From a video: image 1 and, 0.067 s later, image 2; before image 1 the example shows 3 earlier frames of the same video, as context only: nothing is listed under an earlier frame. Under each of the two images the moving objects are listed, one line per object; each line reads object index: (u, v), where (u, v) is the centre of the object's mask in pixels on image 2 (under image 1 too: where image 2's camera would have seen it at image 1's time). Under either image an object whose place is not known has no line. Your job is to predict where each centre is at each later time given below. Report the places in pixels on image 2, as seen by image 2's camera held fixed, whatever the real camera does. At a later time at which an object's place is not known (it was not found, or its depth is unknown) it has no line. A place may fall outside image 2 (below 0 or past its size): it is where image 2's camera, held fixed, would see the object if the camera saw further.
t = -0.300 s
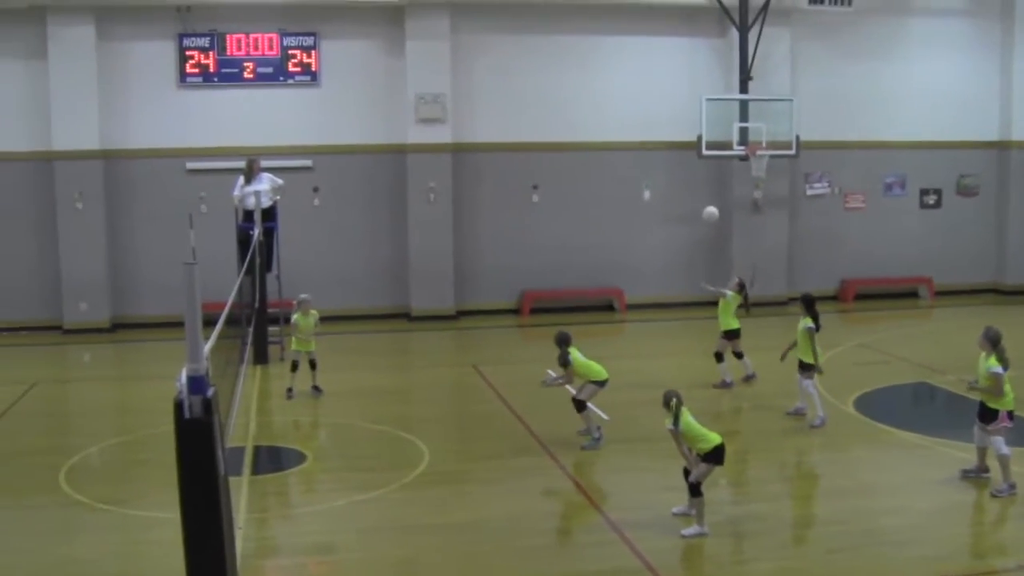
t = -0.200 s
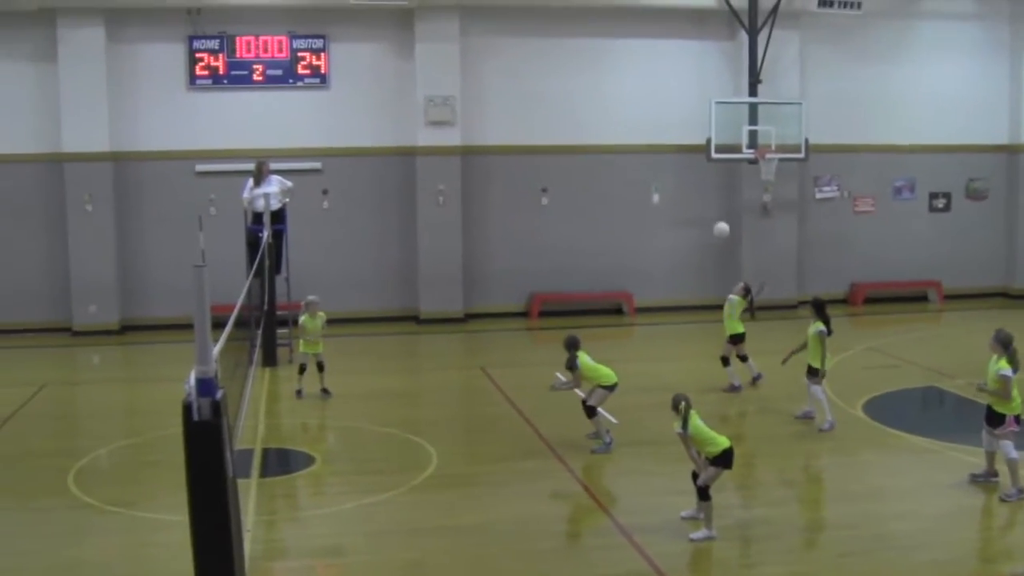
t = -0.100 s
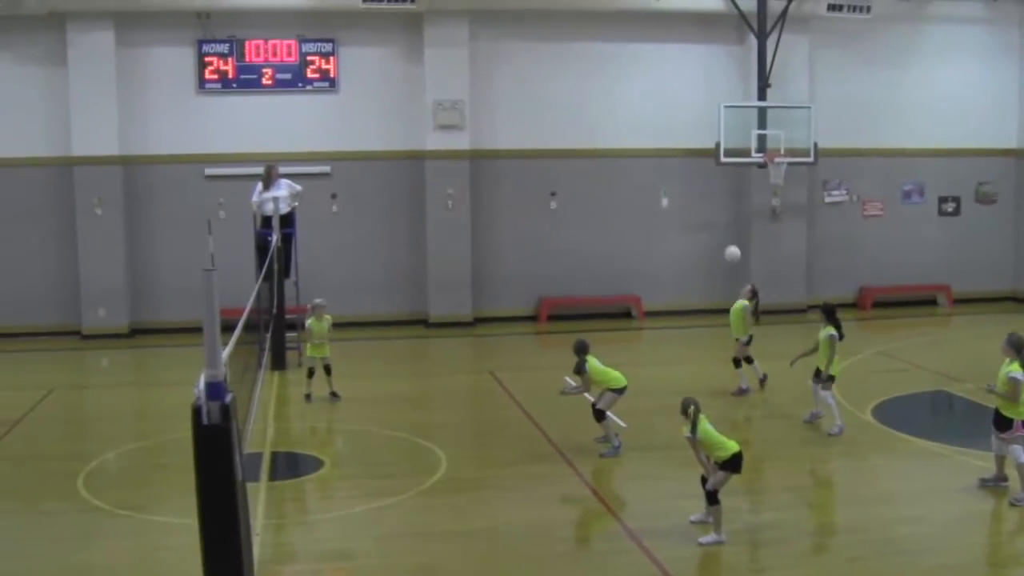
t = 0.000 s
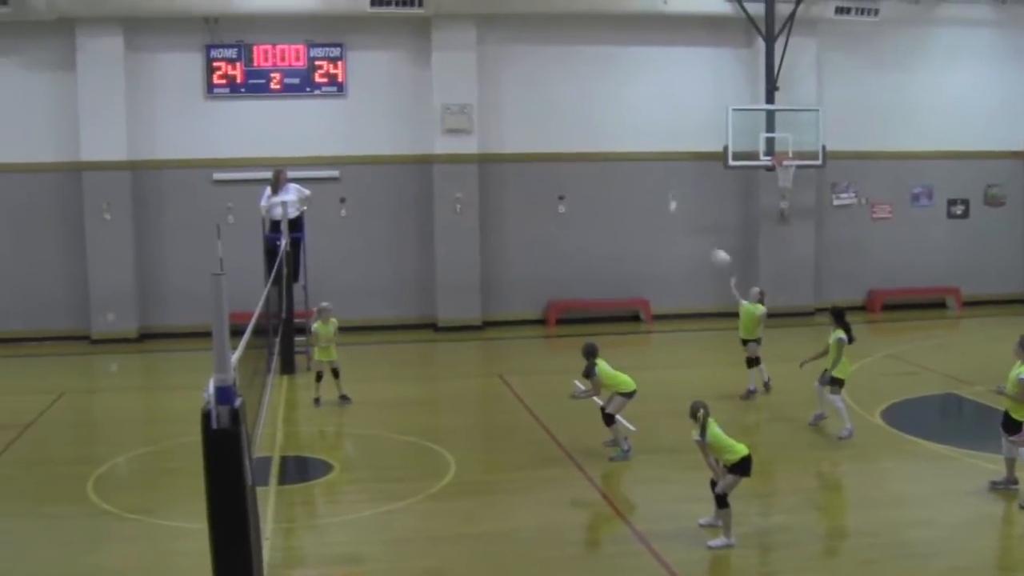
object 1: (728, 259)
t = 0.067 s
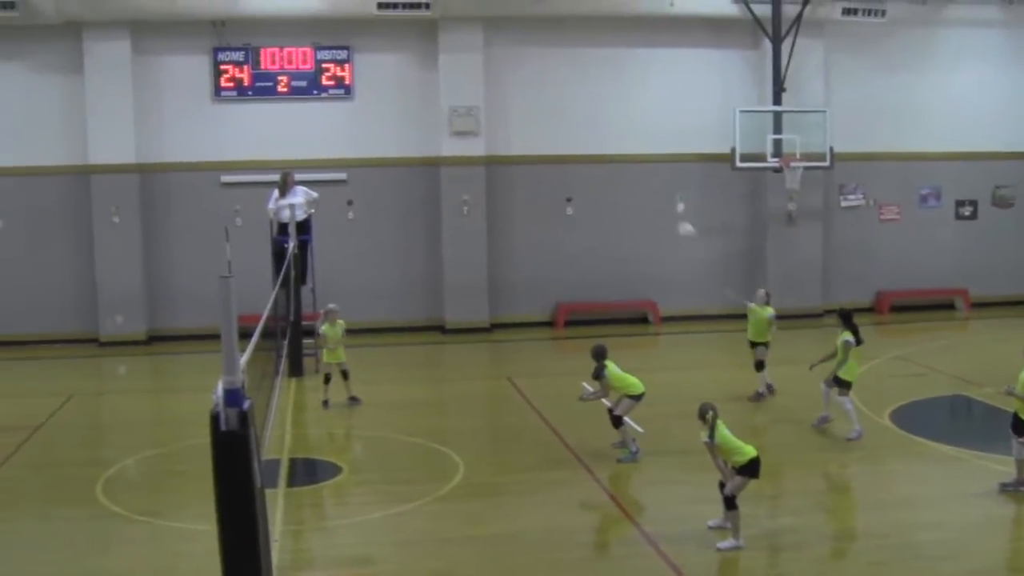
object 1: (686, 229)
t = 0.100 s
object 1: (664, 215)
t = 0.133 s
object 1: (643, 204)
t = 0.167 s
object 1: (620, 191)
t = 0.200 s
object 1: (598, 180)
